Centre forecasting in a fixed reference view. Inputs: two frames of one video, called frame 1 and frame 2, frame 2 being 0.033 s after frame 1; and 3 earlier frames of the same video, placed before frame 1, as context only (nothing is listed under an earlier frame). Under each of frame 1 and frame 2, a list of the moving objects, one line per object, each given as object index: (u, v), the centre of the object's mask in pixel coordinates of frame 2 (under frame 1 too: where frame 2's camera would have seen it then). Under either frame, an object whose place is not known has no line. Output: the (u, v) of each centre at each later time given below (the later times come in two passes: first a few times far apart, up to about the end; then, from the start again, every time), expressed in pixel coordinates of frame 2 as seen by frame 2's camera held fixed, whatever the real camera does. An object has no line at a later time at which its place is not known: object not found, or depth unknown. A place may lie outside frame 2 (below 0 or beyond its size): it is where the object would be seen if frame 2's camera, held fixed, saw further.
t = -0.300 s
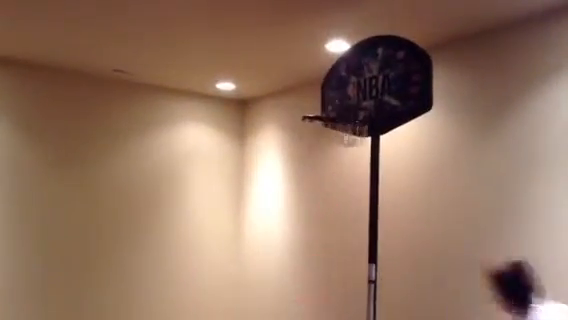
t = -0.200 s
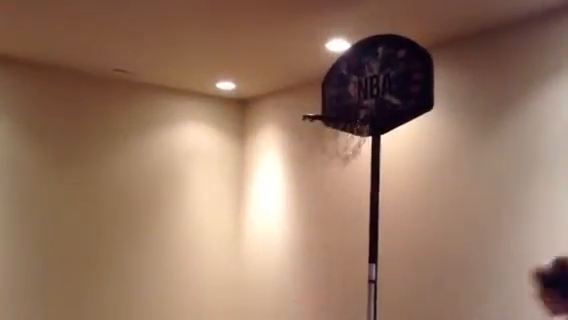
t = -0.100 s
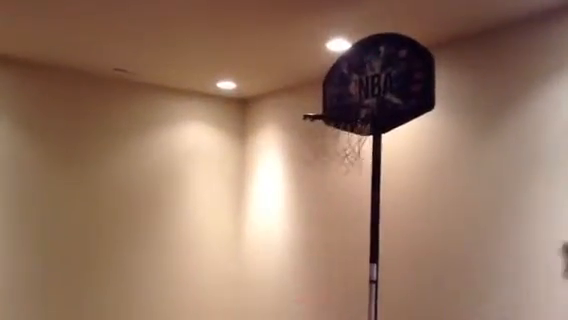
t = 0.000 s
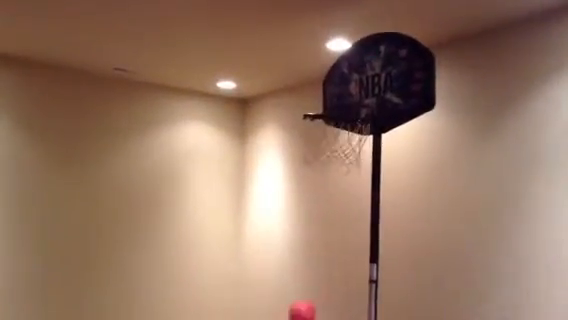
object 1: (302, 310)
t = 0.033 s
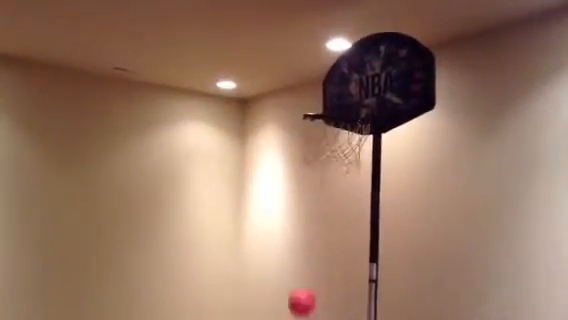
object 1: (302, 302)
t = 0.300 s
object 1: (299, 265)
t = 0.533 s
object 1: (293, 309)
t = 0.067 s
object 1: (302, 293)
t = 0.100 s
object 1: (301, 285)
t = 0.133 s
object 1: (301, 278)
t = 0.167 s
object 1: (301, 272)
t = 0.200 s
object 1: (300, 268)
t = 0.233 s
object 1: (300, 265)
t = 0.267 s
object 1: (300, 264)
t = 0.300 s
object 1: (299, 265)
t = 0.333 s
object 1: (299, 266)
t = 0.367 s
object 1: (298, 269)
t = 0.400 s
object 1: (297, 274)
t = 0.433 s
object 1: (296, 280)
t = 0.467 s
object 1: (295, 288)
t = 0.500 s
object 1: (294, 298)
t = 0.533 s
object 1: (293, 309)
